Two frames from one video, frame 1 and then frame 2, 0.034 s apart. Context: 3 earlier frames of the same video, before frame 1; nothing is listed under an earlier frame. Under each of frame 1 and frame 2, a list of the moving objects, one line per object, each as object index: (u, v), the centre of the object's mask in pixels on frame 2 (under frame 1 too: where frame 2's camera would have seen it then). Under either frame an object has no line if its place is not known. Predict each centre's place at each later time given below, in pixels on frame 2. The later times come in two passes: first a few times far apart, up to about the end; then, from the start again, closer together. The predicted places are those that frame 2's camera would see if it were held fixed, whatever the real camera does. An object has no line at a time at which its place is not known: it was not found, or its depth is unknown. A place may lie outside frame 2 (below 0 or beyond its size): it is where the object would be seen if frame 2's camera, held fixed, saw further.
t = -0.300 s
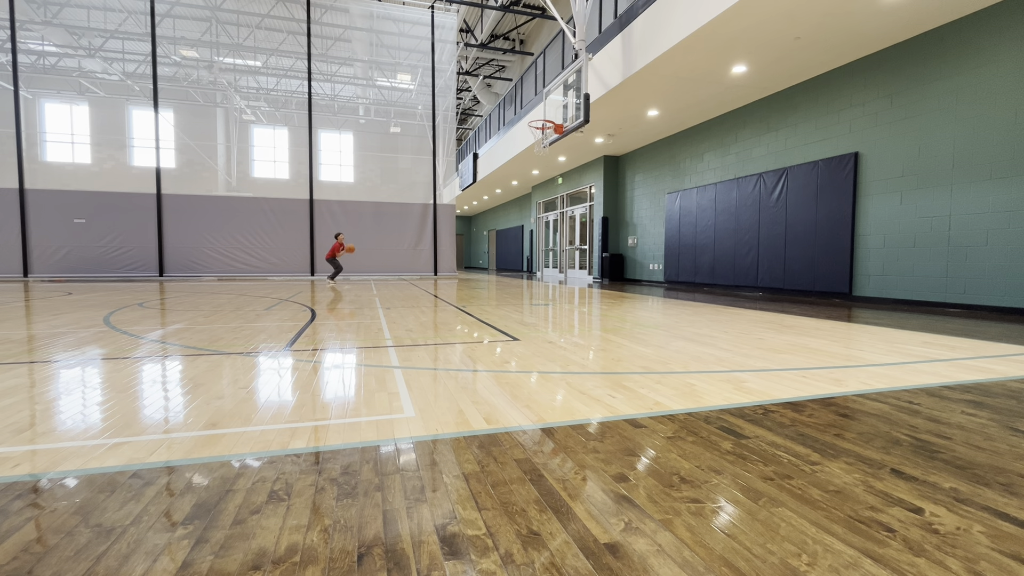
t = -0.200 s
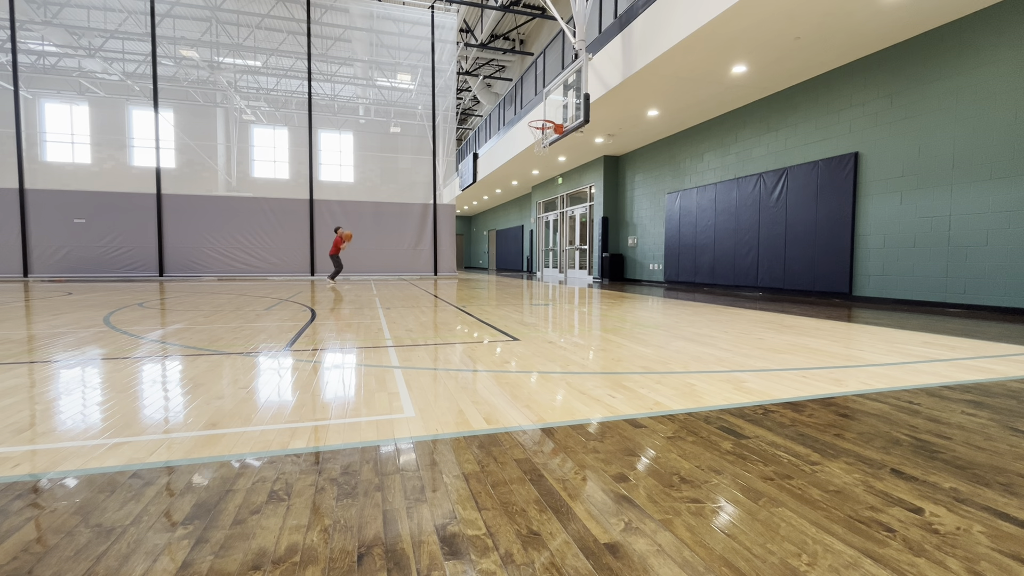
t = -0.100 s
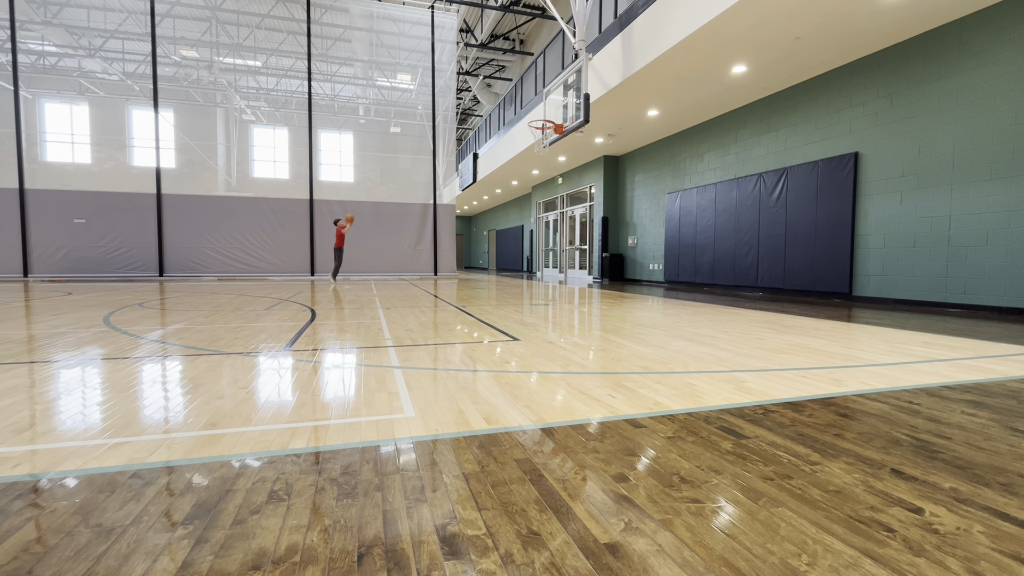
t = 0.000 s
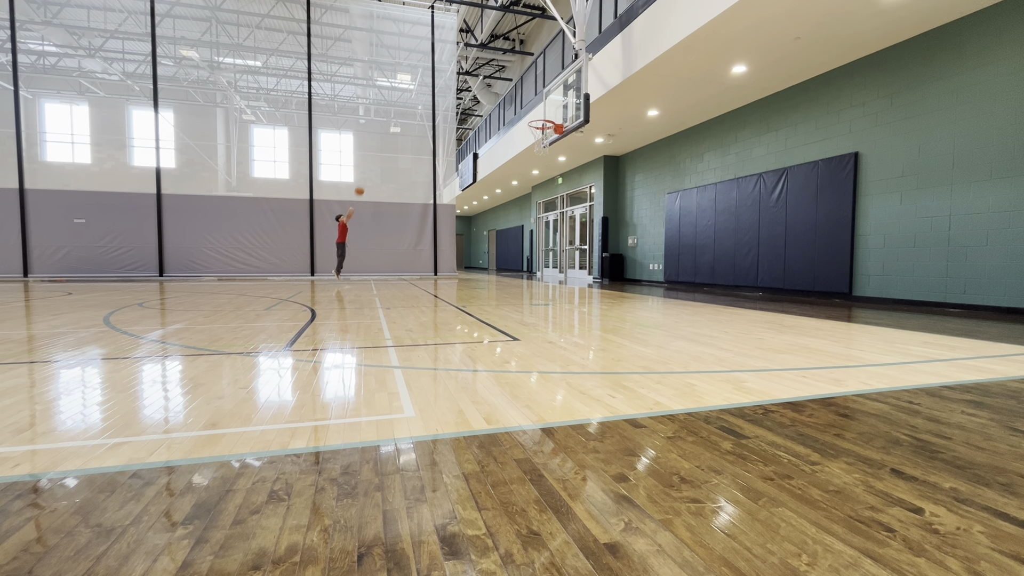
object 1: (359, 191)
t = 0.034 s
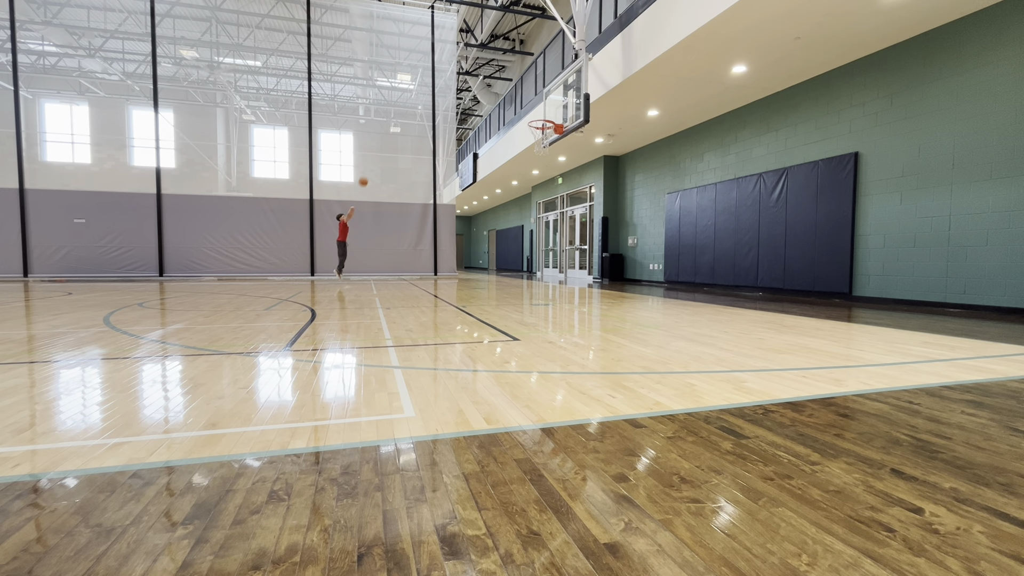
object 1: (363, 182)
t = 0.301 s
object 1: (396, 119)
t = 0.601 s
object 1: (437, 78)
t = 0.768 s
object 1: (463, 71)
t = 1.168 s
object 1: (532, 112)
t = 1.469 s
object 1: (508, 128)
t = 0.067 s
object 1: (367, 173)
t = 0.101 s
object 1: (371, 164)
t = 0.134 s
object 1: (375, 155)
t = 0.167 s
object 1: (379, 148)
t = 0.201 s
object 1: (383, 140)
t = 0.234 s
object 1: (387, 133)
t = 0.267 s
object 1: (392, 125)
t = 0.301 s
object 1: (396, 119)
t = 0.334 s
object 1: (400, 113)
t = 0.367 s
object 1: (405, 107)
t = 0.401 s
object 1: (409, 102)
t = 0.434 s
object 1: (414, 97)
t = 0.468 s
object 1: (418, 92)
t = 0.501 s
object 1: (423, 88)
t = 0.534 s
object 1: (428, 84)
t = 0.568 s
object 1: (433, 81)
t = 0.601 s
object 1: (437, 78)
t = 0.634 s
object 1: (443, 76)
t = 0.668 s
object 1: (448, 74)
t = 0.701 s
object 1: (453, 72)
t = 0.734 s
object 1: (458, 71)
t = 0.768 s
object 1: (463, 71)
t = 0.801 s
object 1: (468, 71)
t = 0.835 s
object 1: (474, 72)
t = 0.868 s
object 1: (479, 74)
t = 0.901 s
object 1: (485, 75)
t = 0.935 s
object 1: (490, 78)
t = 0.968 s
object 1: (496, 81)
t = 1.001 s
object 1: (502, 85)
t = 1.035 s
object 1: (508, 89)
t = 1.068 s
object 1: (514, 94)
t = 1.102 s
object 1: (520, 99)
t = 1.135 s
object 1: (526, 105)
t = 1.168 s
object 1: (532, 112)
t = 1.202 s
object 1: (539, 120)
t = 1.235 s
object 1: (545, 125)
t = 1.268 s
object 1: (546, 125)
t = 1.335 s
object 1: (534, 125)
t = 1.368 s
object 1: (527, 124)
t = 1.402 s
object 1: (521, 125)
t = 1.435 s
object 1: (514, 126)
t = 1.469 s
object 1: (508, 128)
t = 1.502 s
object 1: (501, 130)
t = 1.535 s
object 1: (495, 132)
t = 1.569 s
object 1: (489, 136)
